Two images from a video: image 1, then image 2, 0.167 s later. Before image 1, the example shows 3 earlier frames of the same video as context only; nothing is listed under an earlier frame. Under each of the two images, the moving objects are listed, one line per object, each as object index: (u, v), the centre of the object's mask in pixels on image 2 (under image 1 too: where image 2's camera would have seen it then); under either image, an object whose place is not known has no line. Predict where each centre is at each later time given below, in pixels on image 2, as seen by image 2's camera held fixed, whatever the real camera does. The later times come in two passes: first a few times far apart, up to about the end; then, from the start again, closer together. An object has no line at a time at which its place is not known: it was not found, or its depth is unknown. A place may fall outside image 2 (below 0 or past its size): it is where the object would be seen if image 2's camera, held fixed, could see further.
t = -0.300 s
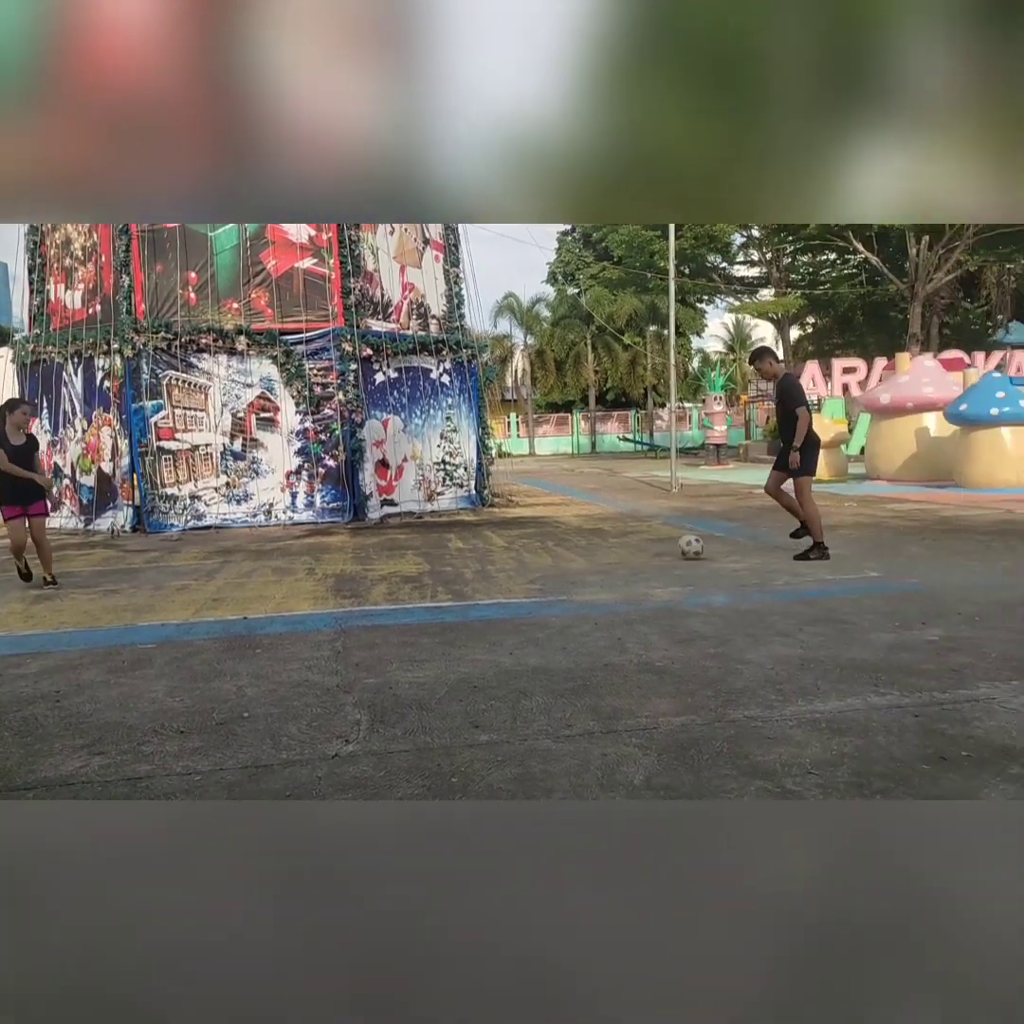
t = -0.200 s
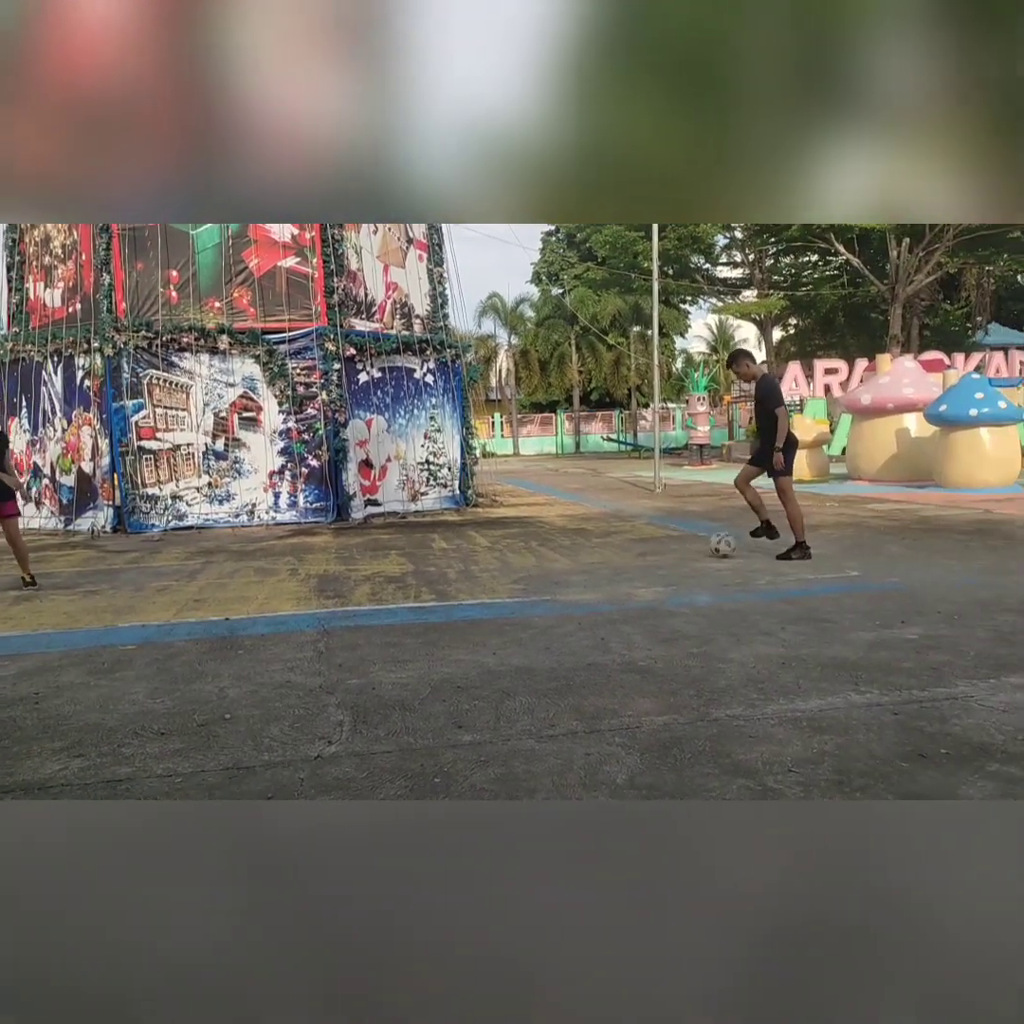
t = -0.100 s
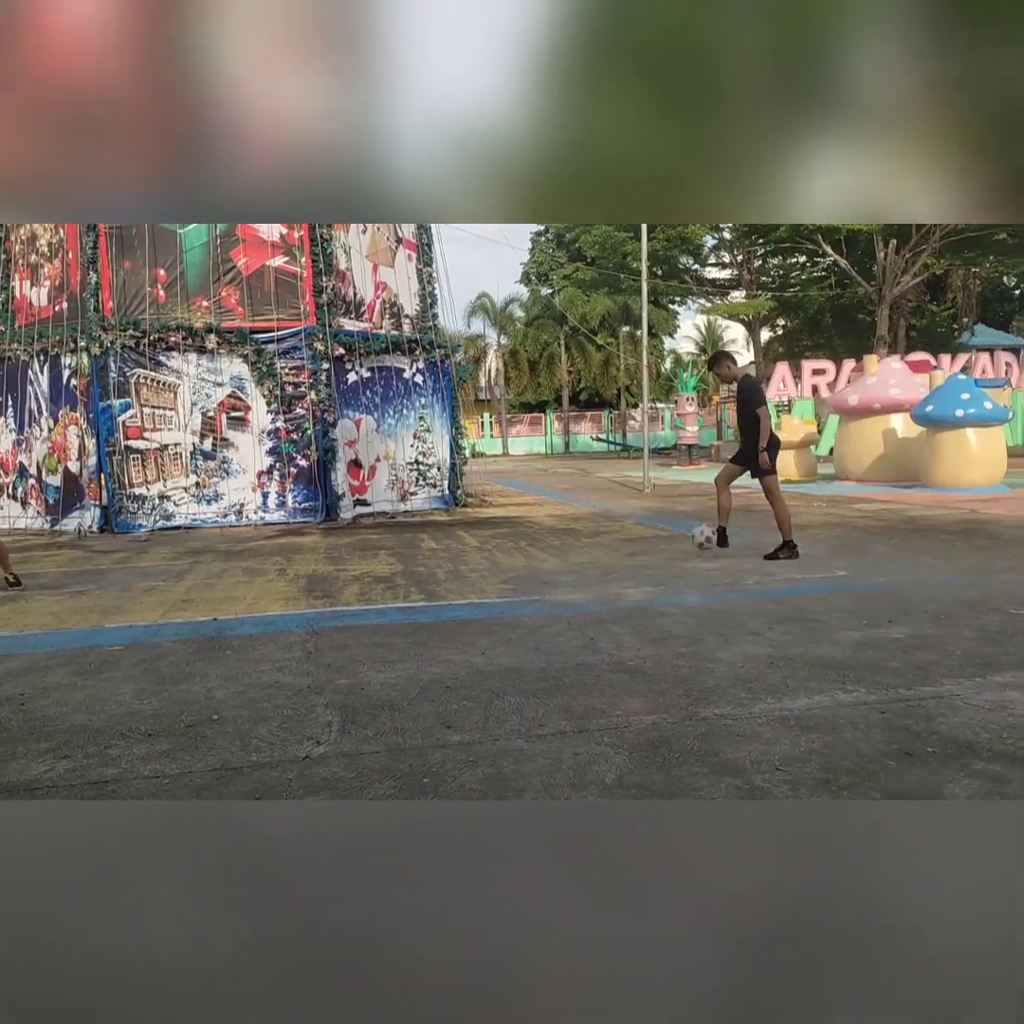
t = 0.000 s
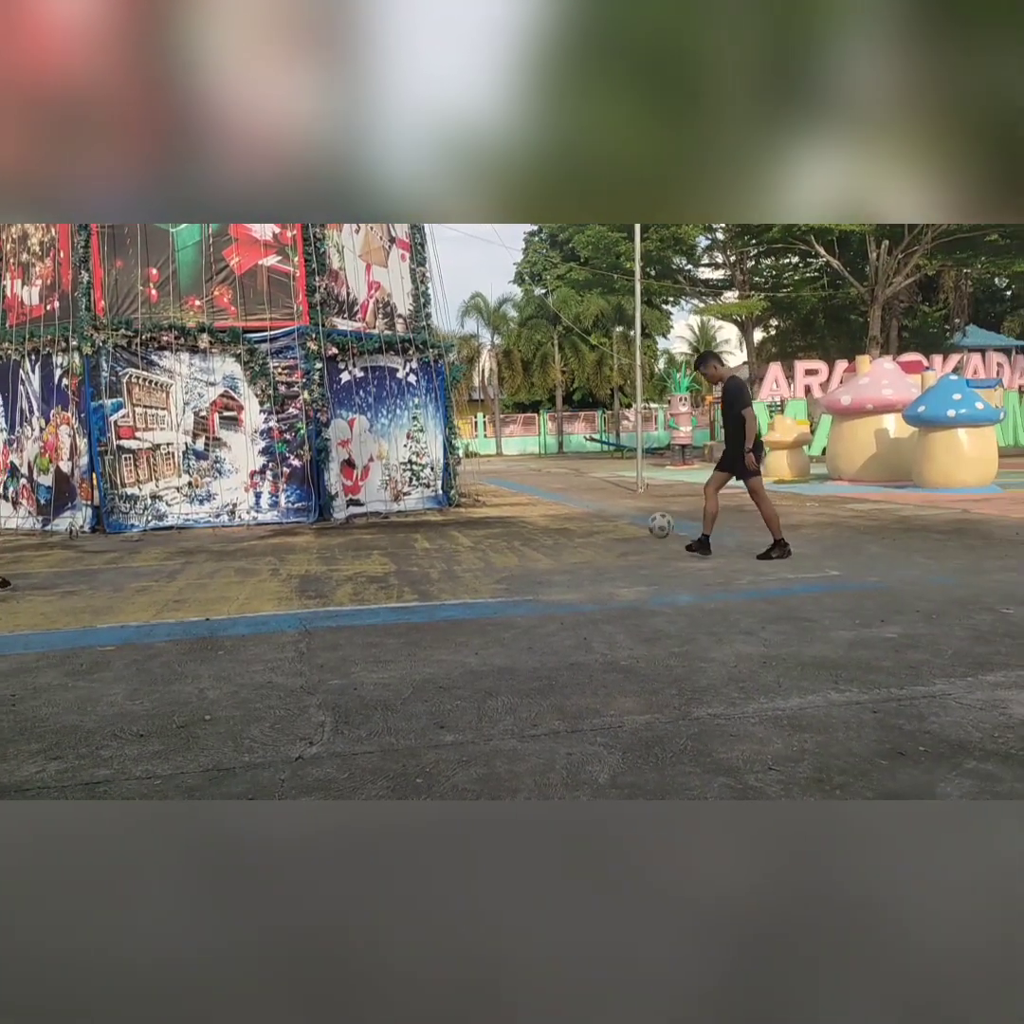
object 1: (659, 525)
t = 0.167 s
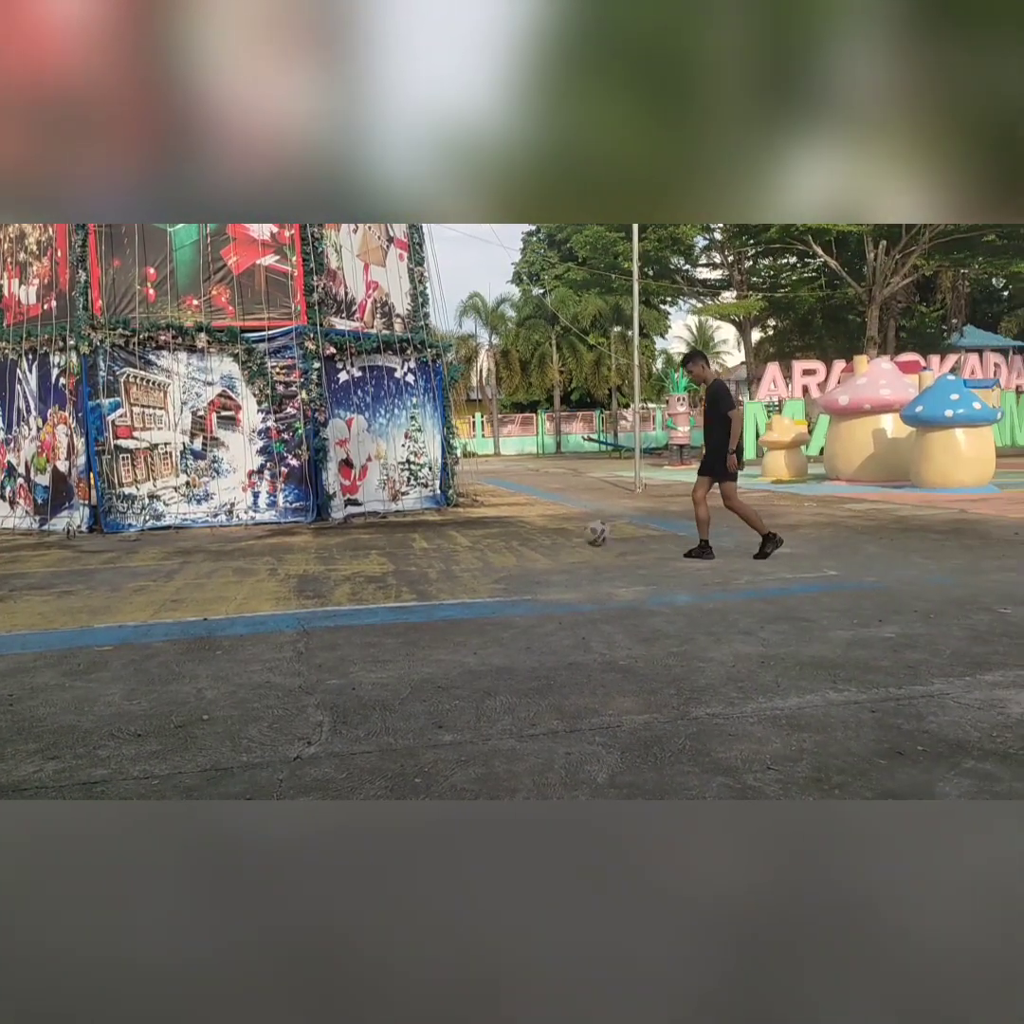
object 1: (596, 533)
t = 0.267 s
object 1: (558, 557)
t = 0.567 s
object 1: (450, 546)
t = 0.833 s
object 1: (348, 555)
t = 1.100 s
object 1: (239, 574)
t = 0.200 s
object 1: (583, 539)
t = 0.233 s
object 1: (570, 547)
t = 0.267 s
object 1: (558, 557)
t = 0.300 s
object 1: (546, 555)
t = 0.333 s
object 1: (534, 549)
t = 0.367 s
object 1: (522, 544)
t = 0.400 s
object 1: (510, 541)
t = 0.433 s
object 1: (497, 539)
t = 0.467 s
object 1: (486, 539)
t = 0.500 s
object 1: (474, 540)
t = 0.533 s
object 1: (462, 543)
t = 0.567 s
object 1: (450, 546)
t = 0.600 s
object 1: (437, 552)
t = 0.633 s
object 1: (424, 560)
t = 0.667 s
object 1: (412, 569)
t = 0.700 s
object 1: (399, 568)
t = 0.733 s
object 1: (387, 562)
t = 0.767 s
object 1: (374, 559)
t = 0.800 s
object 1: (362, 556)
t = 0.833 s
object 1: (348, 555)
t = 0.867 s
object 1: (335, 557)
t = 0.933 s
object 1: (308, 562)
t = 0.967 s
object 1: (297, 568)
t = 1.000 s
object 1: (281, 576)
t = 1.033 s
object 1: (269, 584)
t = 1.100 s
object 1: (239, 574)
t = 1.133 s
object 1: (225, 573)
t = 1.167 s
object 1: (211, 574)
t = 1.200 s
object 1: (196, 575)
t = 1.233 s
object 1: (182, 578)
